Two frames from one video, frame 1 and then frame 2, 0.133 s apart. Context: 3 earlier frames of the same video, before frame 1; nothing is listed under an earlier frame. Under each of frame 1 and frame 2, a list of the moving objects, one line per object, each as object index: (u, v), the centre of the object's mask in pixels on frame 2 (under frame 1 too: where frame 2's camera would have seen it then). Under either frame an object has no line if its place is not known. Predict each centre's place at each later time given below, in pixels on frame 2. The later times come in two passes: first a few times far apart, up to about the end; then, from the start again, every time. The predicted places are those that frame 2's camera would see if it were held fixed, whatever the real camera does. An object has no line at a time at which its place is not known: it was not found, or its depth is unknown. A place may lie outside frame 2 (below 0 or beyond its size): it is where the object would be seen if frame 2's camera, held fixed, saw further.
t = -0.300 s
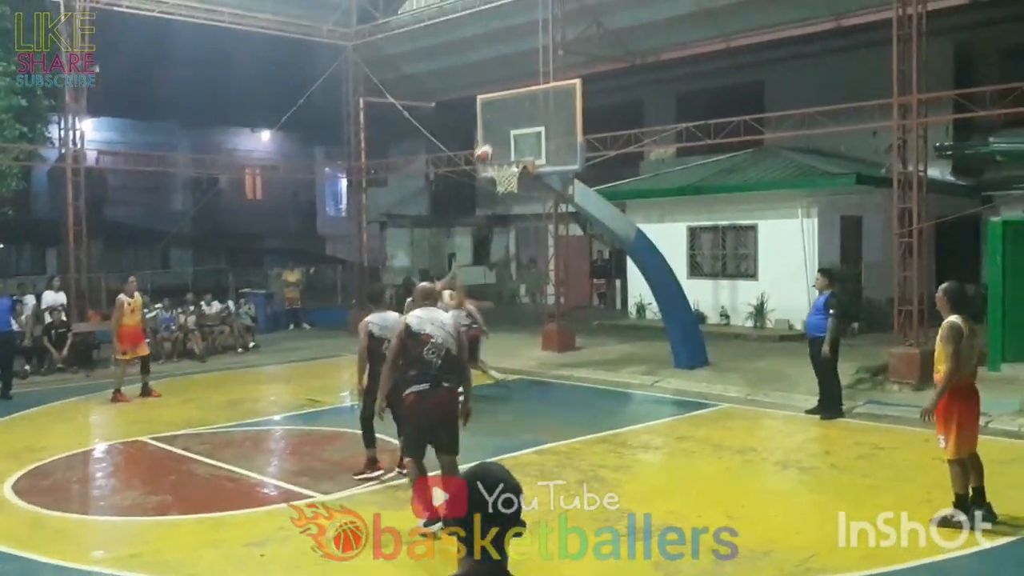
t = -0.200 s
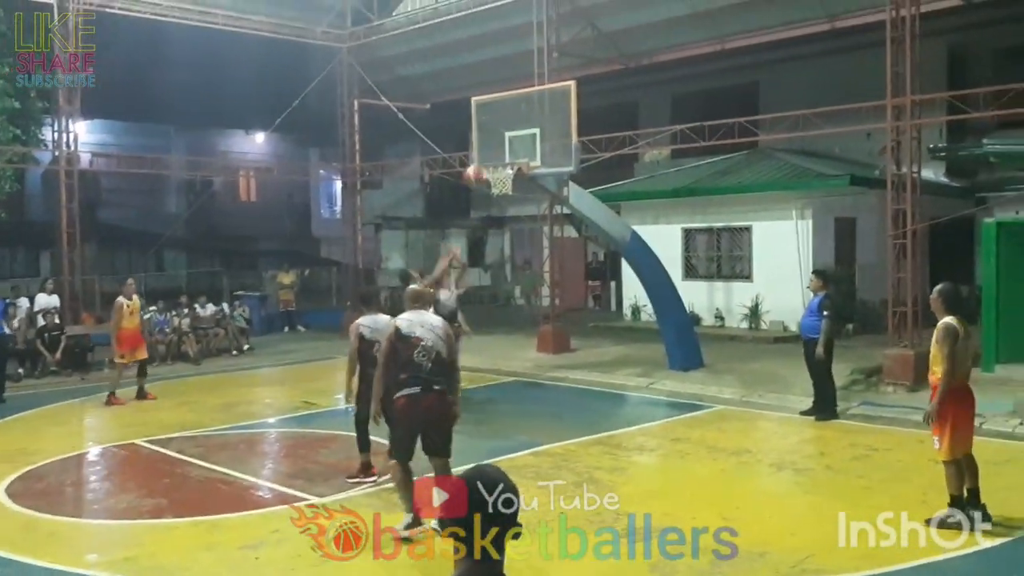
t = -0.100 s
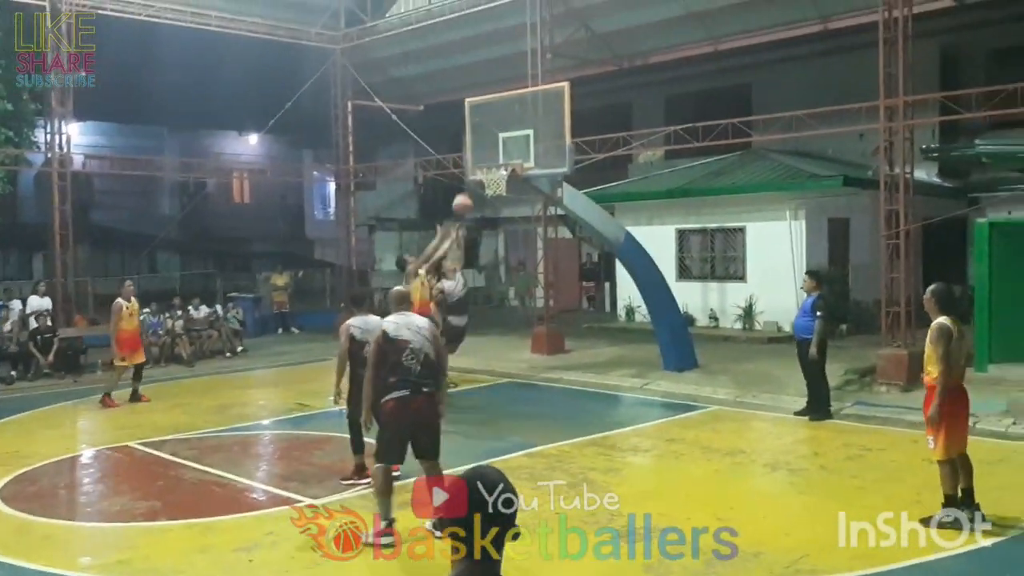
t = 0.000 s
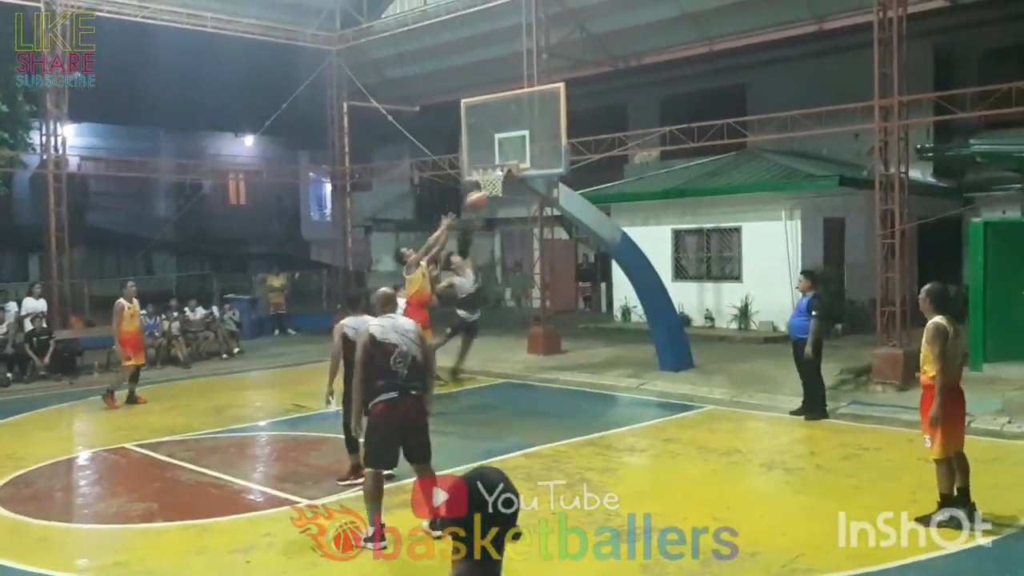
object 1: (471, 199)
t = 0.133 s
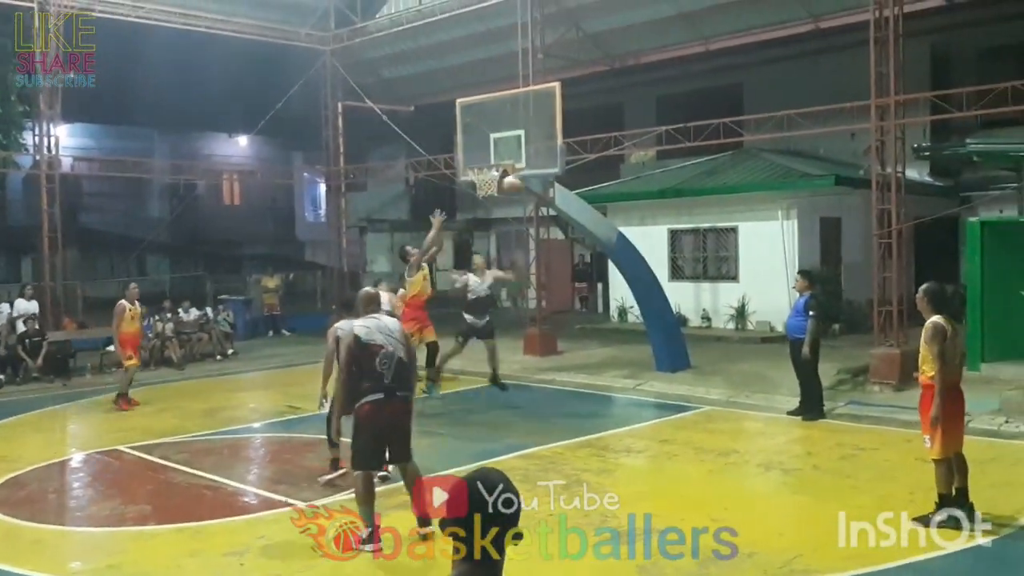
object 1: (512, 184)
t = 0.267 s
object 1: (556, 183)
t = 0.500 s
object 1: (637, 215)
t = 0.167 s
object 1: (522, 182)
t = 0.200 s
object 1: (534, 182)
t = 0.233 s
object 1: (545, 183)
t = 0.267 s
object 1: (556, 183)
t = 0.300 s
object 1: (569, 184)
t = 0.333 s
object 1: (579, 186)
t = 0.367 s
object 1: (590, 190)
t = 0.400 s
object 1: (601, 195)
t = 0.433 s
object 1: (613, 201)
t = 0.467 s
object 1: (624, 208)
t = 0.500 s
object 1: (637, 215)
